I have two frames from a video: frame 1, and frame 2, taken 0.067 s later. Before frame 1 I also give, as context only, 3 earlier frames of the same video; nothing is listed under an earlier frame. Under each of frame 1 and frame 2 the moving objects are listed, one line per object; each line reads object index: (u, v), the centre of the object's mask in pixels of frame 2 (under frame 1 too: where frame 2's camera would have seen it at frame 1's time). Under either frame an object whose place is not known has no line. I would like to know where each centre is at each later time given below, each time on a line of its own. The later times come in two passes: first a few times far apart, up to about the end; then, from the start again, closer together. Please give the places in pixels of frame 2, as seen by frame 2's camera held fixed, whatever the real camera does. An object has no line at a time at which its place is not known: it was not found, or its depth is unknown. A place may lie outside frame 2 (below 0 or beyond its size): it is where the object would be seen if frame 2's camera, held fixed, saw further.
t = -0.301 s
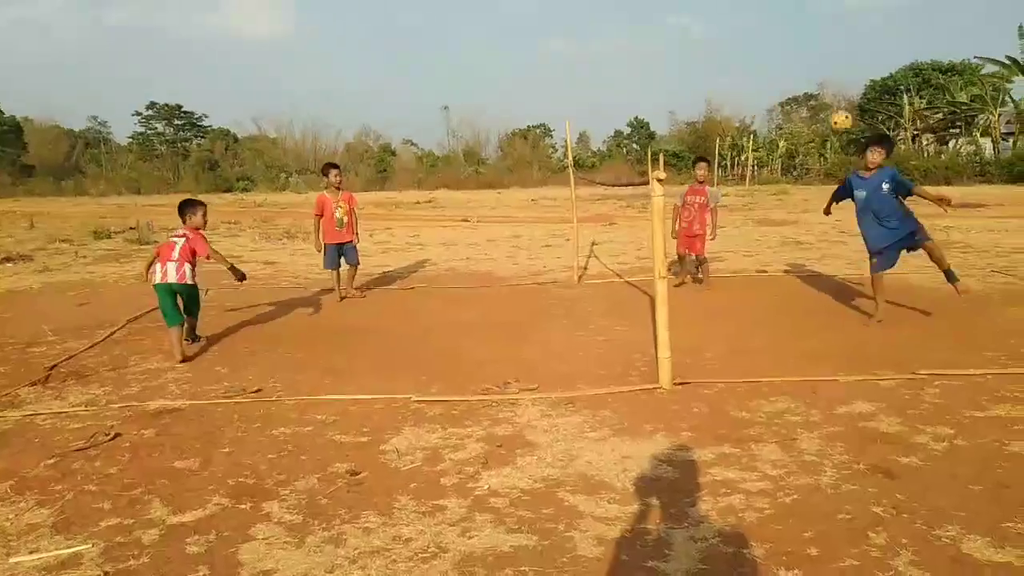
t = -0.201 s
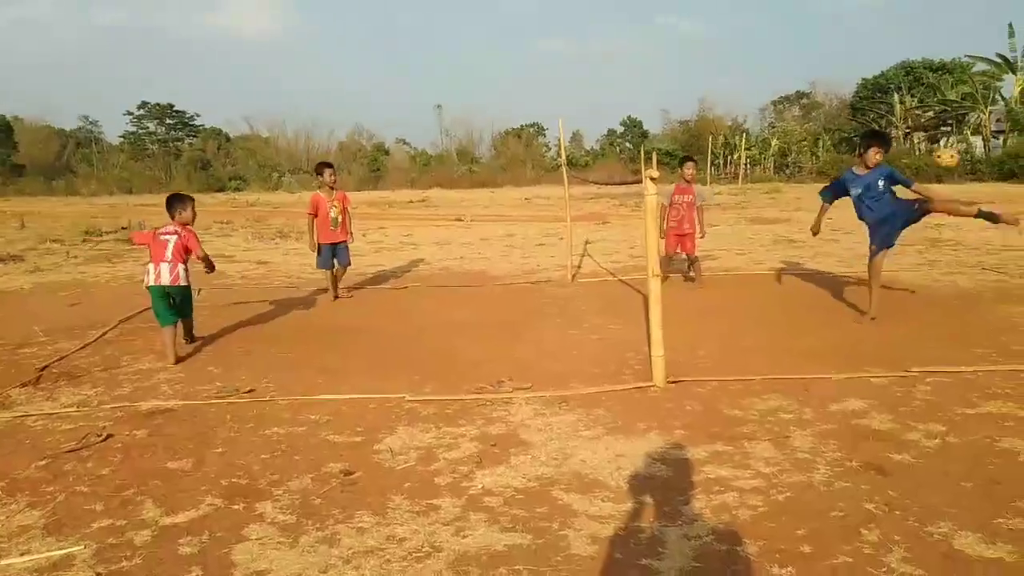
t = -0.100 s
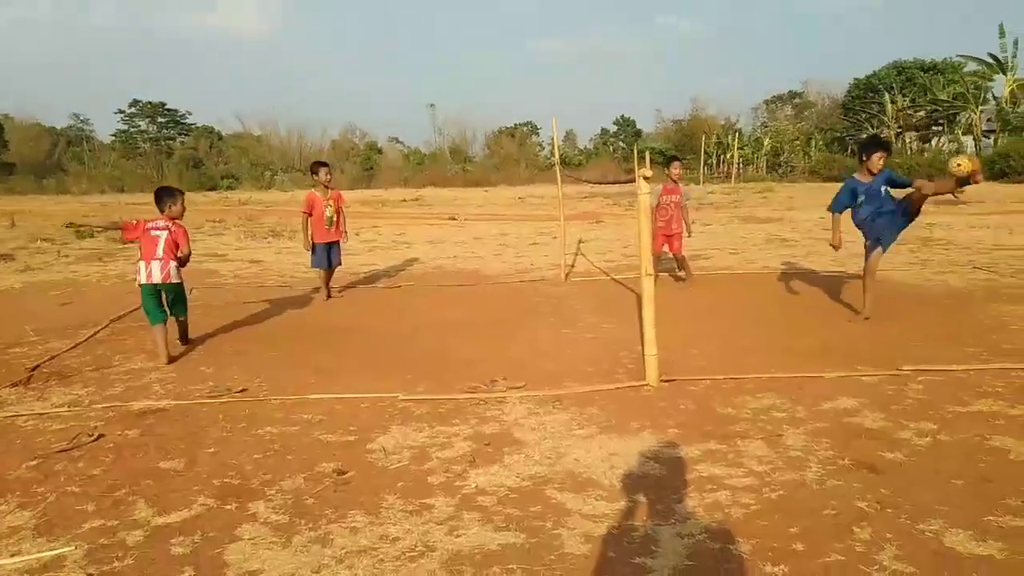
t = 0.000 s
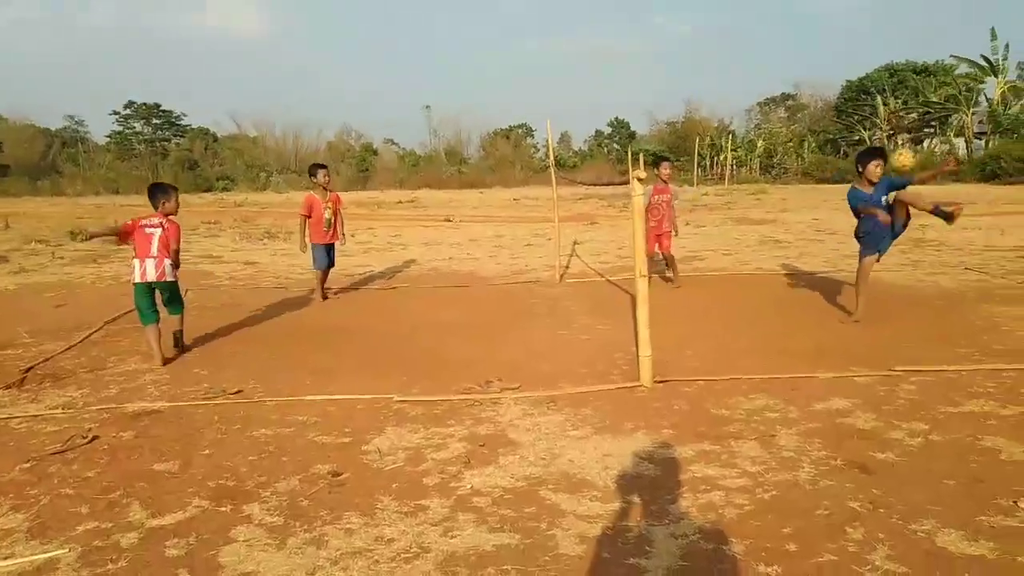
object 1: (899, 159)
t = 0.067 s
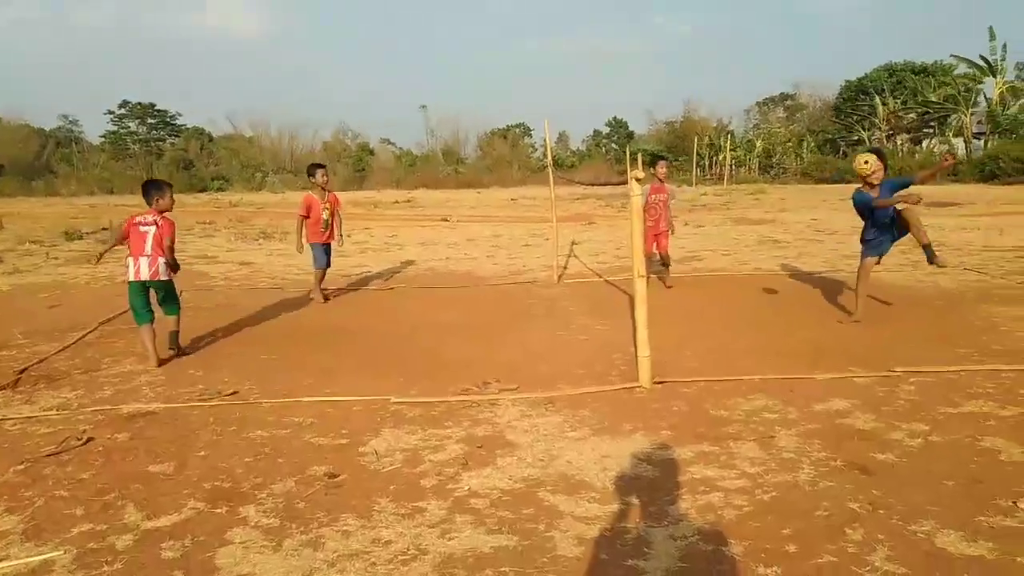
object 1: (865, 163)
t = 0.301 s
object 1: (713, 256)
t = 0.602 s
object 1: (485, 388)
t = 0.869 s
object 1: (253, 356)
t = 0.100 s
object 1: (846, 169)
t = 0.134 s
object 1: (826, 178)
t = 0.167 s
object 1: (804, 188)
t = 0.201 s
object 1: (782, 202)
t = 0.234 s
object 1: (761, 218)
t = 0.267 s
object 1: (737, 236)
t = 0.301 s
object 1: (713, 256)
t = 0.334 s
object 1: (689, 280)
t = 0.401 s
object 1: (640, 332)
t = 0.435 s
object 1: (614, 364)
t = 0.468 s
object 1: (590, 404)
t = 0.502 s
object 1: (564, 435)
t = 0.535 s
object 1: (542, 418)
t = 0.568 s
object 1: (511, 402)
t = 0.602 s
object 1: (485, 388)
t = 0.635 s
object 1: (459, 375)
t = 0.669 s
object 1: (430, 366)
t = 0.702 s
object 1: (401, 357)
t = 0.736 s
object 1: (373, 352)
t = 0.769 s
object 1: (344, 350)
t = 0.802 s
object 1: (315, 350)
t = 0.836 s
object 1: (284, 352)
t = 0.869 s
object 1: (253, 356)
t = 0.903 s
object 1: (222, 364)
